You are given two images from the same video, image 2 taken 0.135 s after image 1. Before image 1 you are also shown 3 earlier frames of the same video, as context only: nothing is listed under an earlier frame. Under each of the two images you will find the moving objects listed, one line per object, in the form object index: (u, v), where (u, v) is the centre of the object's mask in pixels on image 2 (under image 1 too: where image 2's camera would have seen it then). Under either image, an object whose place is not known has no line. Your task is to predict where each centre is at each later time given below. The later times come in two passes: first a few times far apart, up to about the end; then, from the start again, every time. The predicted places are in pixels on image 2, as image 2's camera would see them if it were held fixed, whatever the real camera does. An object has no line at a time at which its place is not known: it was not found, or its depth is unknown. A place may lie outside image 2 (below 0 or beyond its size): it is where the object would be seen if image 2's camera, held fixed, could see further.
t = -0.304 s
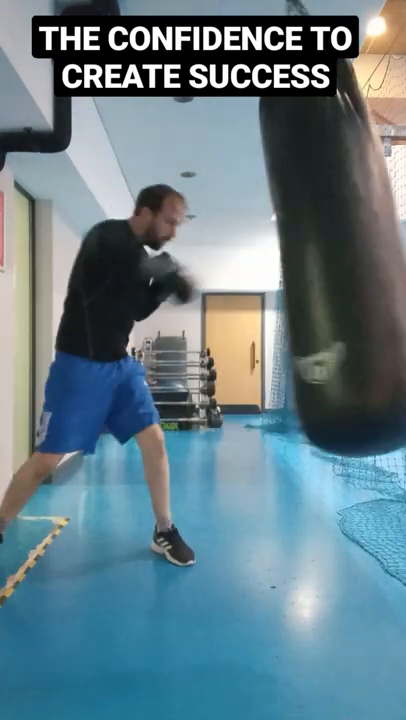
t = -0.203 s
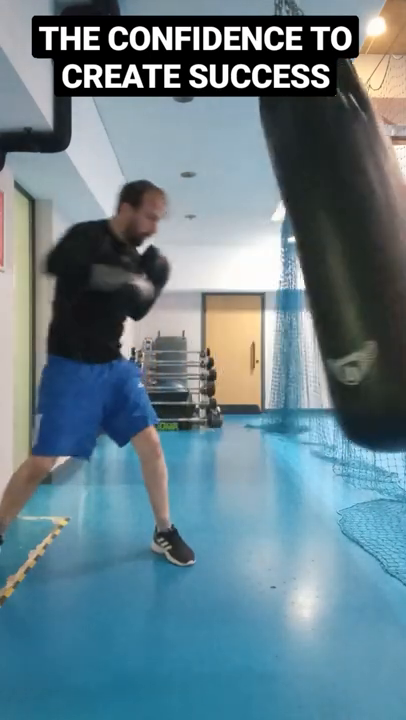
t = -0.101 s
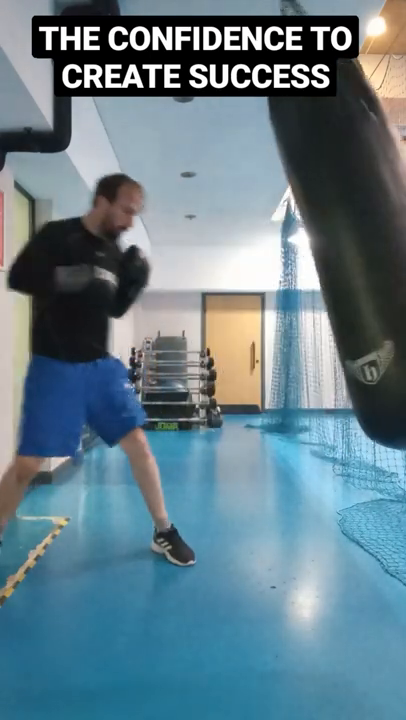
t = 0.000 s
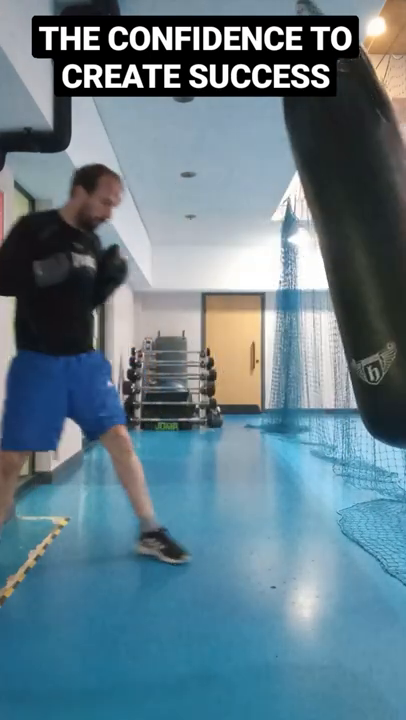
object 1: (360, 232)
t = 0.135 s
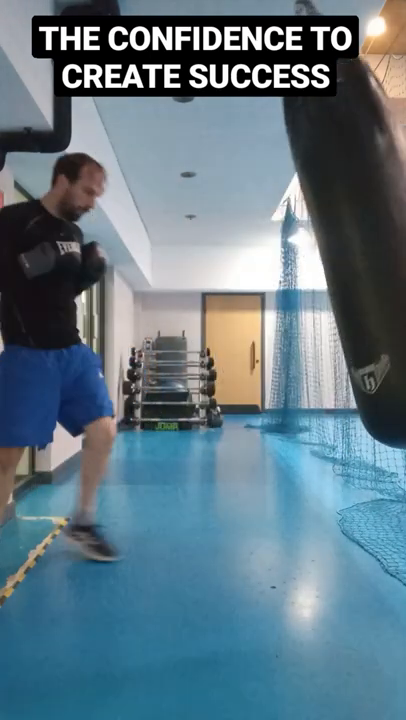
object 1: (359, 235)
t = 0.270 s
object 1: (351, 246)
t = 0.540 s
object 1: (315, 270)
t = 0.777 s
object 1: (266, 265)
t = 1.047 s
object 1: (220, 258)
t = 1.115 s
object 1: (212, 257)
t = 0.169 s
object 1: (357, 235)
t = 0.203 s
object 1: (355, 238)
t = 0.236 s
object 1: (353, 242)
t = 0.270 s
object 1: (351, 246)
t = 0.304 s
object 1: (349, 251)
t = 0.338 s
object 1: (347, 256)
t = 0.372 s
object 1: (344, 261)
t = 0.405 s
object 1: (341, 266)
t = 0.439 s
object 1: (336, 270)
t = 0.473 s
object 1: (329, 270)
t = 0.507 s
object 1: (322, 269)
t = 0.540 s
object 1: (315, 270)
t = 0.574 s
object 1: (307, 269)
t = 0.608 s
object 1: (299, 268)
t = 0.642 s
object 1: (292, 268)
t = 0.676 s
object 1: (285, 267)
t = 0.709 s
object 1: (278, 266)
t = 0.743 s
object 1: (272, 266)
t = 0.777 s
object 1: (266, 265)
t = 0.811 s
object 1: (260, 264)
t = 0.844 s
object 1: (254, 264)
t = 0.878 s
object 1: (248, 262)
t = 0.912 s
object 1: (242, 261)
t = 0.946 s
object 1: (236, 260)
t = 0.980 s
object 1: (230, 259)
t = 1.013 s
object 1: (225, 259)
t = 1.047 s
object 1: (220, 258)
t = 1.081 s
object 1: (216, 257)
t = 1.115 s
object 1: (212, 257)
